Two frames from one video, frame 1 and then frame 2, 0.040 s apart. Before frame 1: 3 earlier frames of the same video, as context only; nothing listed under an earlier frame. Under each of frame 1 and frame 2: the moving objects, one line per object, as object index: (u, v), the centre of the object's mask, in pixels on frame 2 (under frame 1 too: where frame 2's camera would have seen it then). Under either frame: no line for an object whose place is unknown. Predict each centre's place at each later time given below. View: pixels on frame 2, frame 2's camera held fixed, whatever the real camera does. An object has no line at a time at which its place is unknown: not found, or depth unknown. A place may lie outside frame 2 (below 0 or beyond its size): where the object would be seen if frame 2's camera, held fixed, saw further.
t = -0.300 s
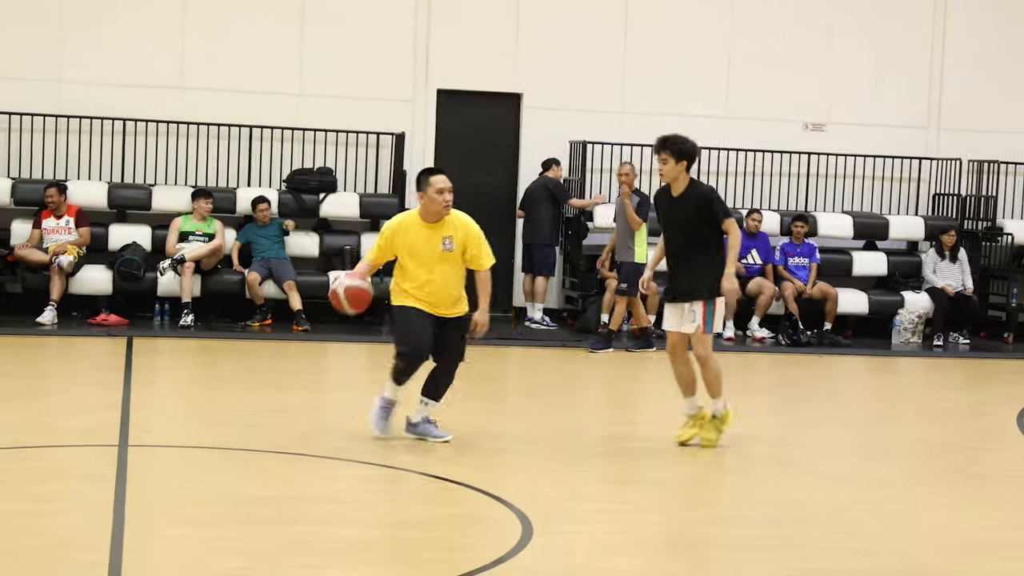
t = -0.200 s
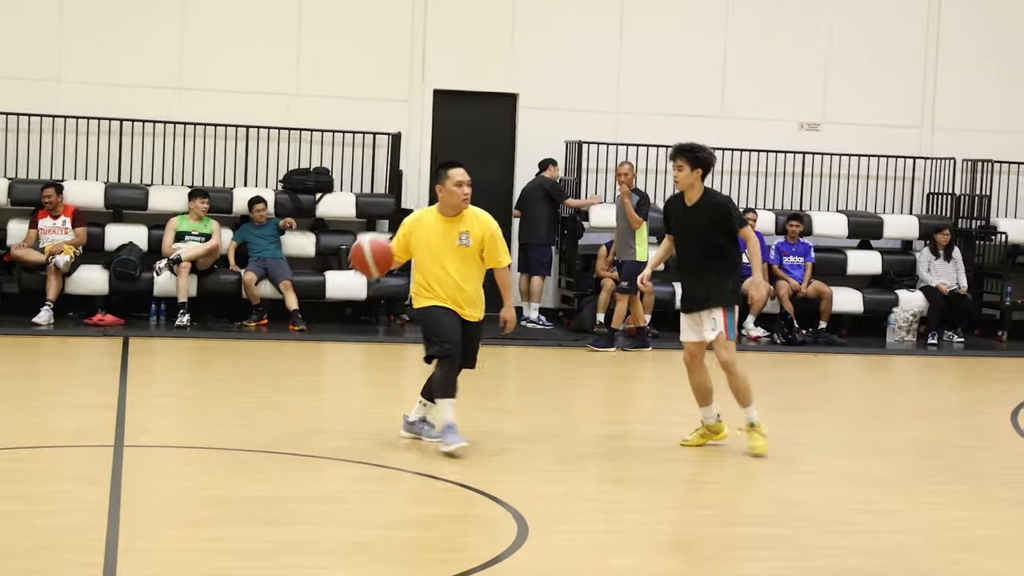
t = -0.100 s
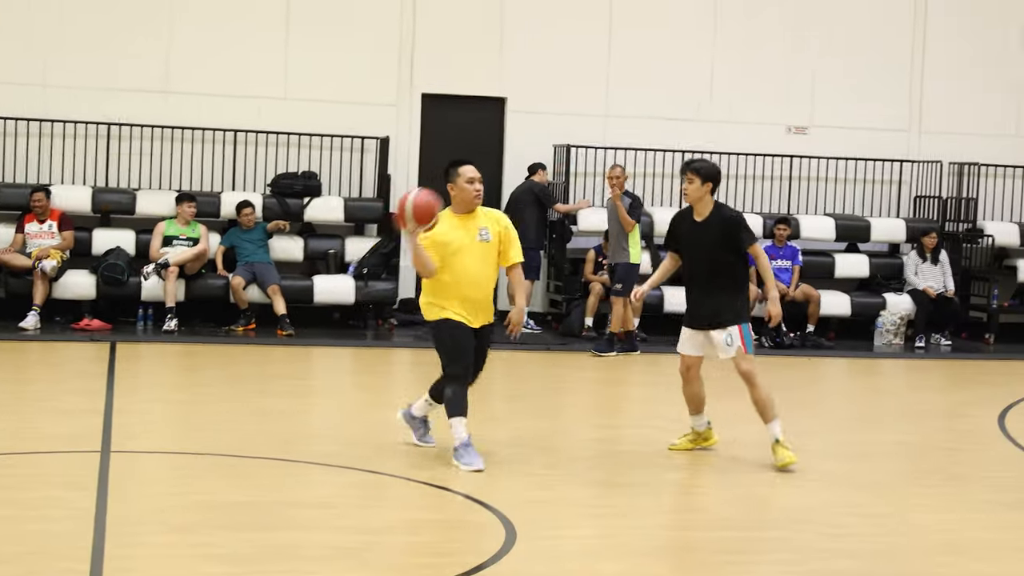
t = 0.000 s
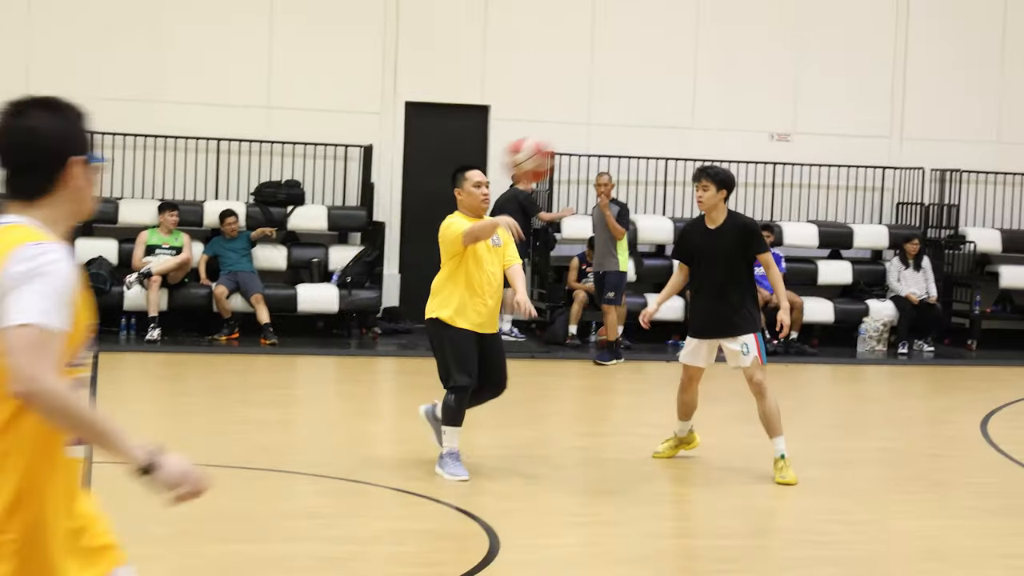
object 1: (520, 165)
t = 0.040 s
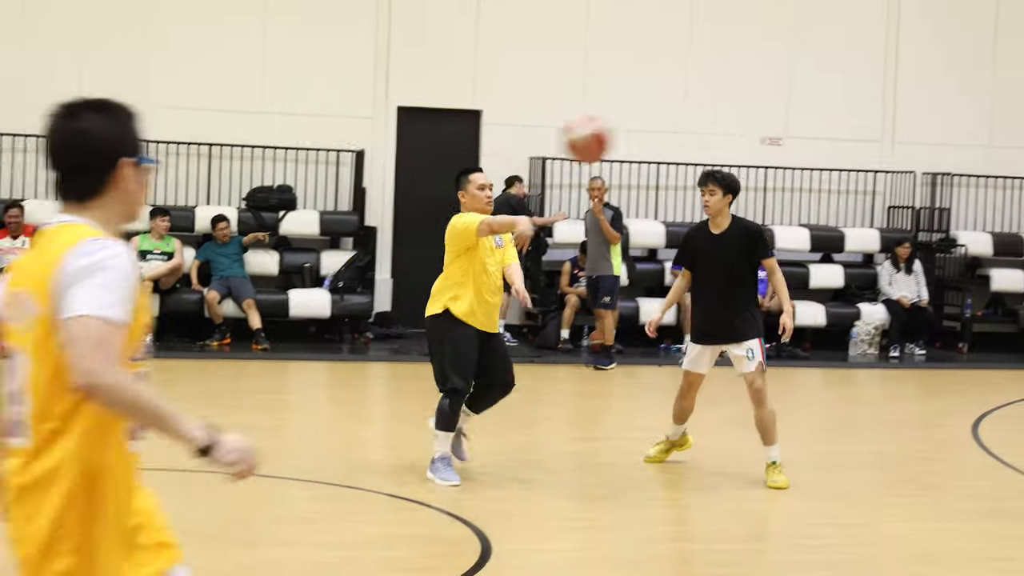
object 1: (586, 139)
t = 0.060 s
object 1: (622, 128)
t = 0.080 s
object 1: (657, 115)
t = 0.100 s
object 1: (696, 104)
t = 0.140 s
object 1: (773, 83)
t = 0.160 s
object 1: (813, 72)
